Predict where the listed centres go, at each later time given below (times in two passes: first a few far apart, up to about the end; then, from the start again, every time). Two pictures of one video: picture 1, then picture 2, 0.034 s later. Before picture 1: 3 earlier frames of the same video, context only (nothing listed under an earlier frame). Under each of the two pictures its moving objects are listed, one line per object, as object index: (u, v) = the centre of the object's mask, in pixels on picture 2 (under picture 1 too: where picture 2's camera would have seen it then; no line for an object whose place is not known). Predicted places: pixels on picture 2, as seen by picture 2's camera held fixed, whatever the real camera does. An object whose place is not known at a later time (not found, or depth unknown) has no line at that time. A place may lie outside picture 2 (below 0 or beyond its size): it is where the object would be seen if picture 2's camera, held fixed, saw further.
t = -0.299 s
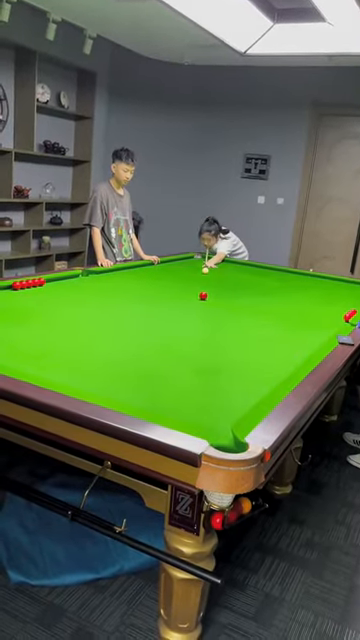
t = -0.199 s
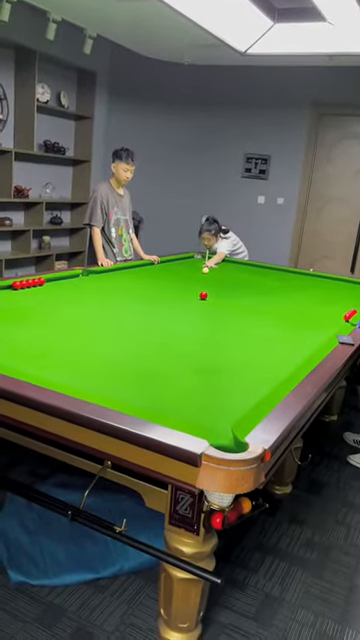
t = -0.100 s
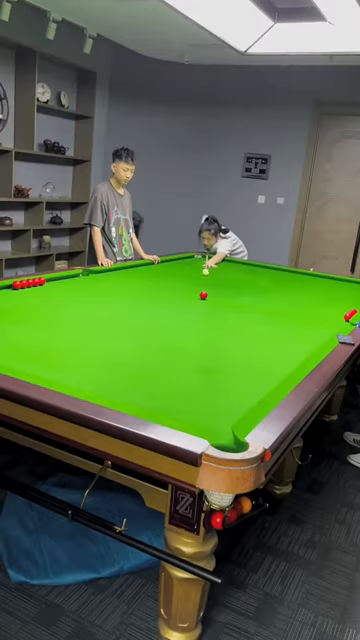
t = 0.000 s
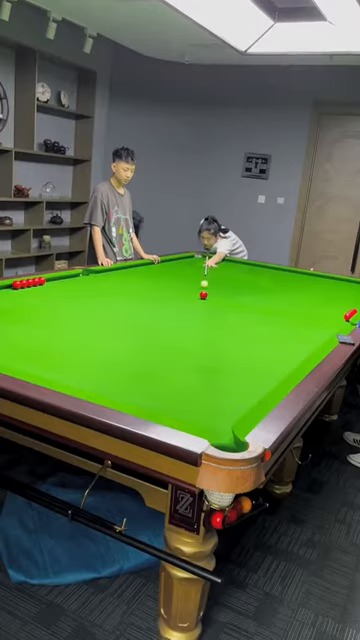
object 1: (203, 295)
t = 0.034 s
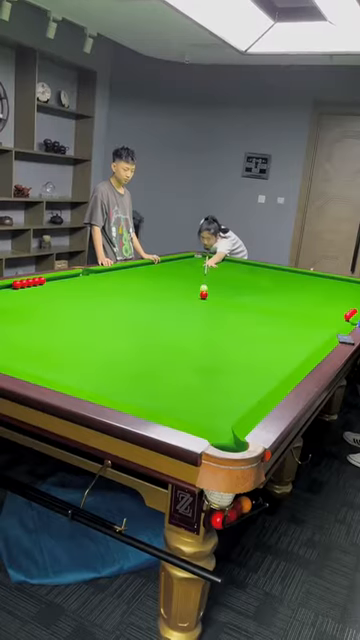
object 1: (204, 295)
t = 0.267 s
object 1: (208, 335)
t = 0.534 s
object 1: (220, 428)
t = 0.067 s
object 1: (204, 296)
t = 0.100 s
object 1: (204, 301)
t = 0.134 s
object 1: (205, 308)
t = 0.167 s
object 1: (206, 313)
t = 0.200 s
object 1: (206, 320)
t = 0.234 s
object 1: (207, 328)
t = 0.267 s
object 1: (208, 335)
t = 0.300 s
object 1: (209, 344)
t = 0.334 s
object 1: (210, 353)
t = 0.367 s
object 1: (211, 363)
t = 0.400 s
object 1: (213, 374)
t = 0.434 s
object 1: (214, 386)
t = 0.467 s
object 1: (216, 398)
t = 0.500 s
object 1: (218, 412)
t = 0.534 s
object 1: (220, 428)
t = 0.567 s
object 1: (223, 444)
